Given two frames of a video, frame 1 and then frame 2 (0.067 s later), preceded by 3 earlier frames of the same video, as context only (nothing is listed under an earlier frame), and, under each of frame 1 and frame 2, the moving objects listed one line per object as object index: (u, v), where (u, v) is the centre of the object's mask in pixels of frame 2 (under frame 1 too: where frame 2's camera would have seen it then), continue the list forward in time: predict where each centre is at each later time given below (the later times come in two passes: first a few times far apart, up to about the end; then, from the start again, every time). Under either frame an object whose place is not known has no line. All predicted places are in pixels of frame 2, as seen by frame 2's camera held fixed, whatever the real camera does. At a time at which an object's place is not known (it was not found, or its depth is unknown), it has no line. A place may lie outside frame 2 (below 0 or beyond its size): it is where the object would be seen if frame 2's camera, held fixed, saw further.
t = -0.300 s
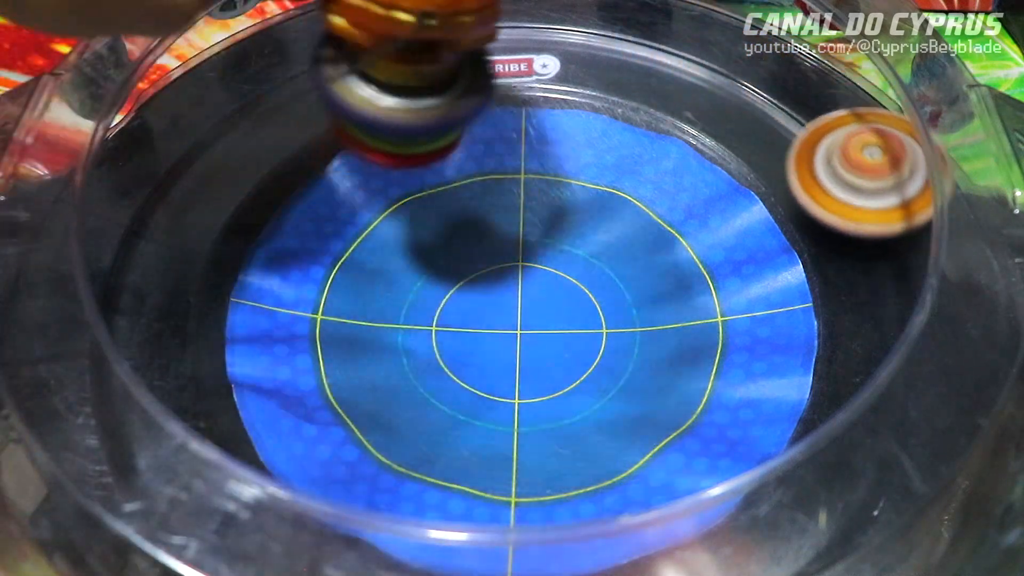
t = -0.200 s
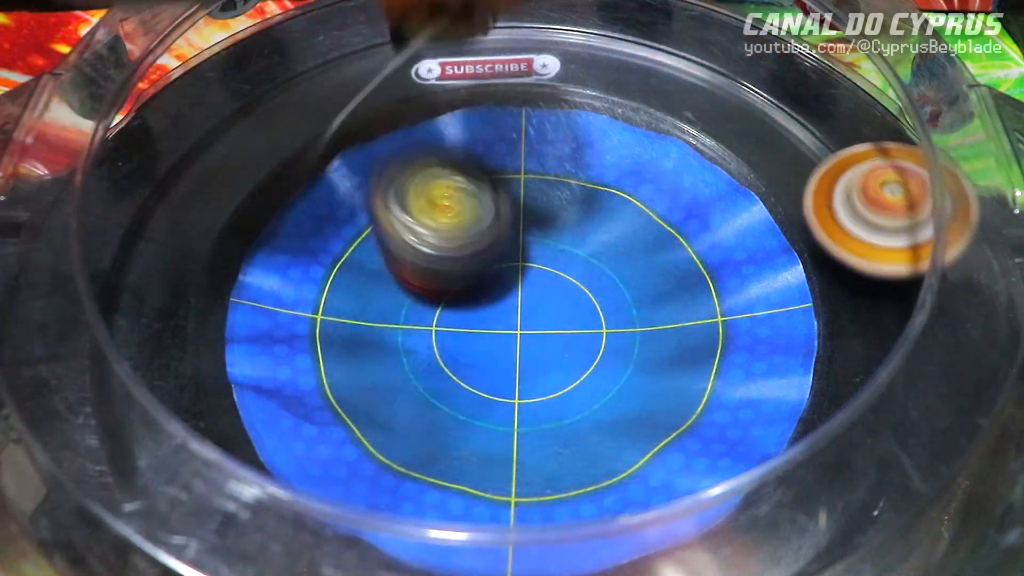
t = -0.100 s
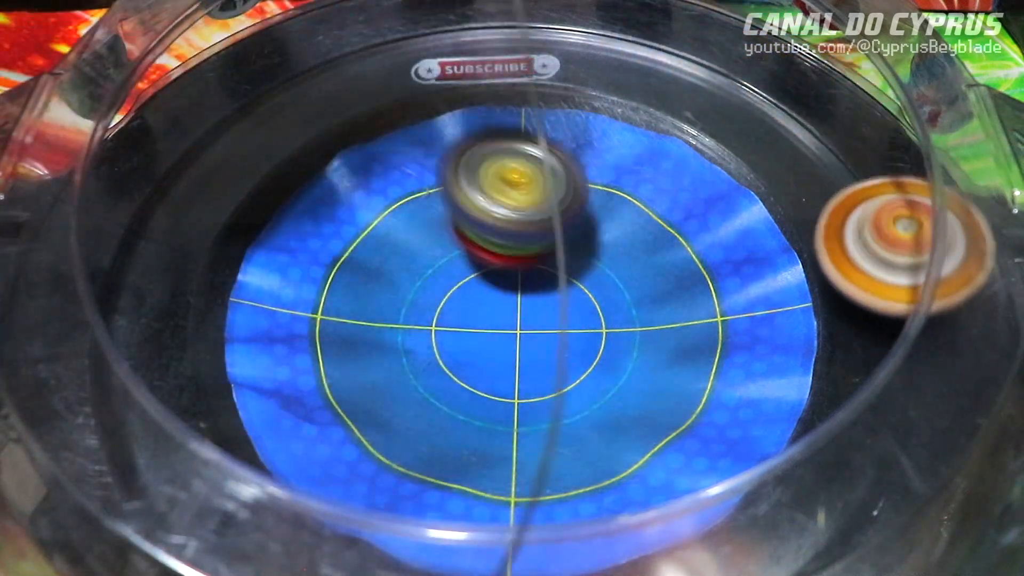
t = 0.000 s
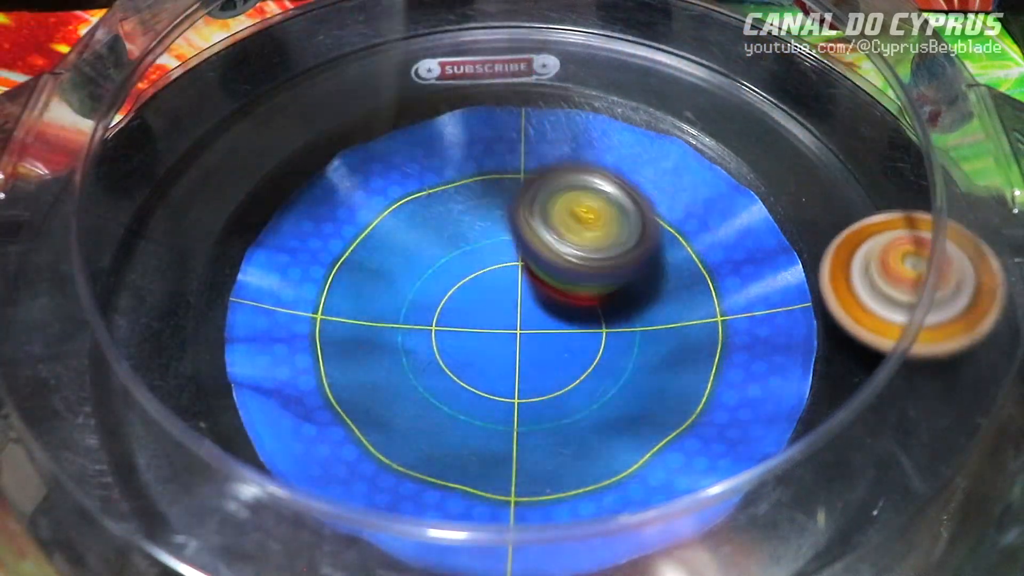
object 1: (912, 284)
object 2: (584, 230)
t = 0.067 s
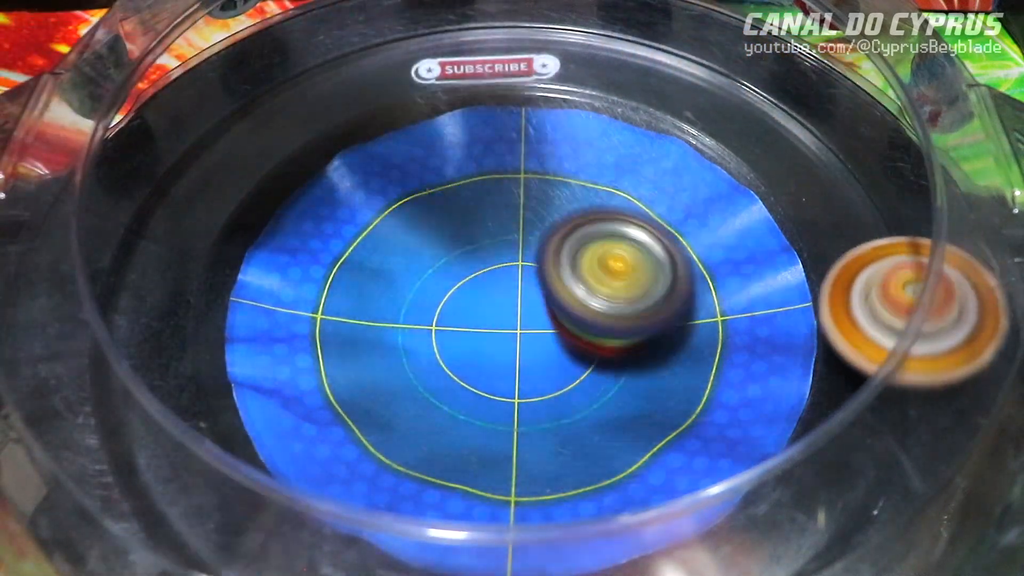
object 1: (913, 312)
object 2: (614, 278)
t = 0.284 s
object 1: (901, 401)
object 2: (489, 443)
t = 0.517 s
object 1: (858, 469)
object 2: (237, 313)
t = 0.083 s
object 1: (912, 319)
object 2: (615, 289)
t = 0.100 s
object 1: (913, 327)
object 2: (617, 306)
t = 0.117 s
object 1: (913, 334)
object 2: (617, 319)
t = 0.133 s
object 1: (913, 341)
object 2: (618, 346)
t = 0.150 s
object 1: (914, 350)
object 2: (614, 366)
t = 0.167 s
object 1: (913, 356)
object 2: (604, 370)
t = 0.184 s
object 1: (911, 361)
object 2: (592, 377)
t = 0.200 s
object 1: (909, 369)
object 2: (580, 393)
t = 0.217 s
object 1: (907, 375)
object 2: (566, 410)
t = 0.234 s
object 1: (906, 381)
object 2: (550, 426)
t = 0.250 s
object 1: (905, 389)
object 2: (532, 431)
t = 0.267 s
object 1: (904, 395)
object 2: (508, 435)
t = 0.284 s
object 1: (901, 401)
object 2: (489, 443)
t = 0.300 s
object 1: (898, 409)
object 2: (466, 445)
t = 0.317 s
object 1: (896, 416)
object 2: (442, 440)
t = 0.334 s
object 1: (893, 421)
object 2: (416, 437)
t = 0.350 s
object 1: (890, 429)
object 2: (392, 436)
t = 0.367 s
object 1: (888, 434)
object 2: (372, 434)
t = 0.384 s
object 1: (886, 440)
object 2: (346, 421)
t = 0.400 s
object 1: (884, 446)
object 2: (324, 411)
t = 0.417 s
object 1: (883, 449)
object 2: (302, 405)
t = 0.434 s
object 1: (879, 450)
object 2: (285, 394)
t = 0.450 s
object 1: (875, 452)
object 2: (269, 374)
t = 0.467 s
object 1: (871, 455)
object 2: (257, 362)
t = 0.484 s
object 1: (867, 458)
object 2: (249, 349)
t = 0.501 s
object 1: (863, 464)
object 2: (242, 330)
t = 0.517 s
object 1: (858, 469)
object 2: (237, 313)
